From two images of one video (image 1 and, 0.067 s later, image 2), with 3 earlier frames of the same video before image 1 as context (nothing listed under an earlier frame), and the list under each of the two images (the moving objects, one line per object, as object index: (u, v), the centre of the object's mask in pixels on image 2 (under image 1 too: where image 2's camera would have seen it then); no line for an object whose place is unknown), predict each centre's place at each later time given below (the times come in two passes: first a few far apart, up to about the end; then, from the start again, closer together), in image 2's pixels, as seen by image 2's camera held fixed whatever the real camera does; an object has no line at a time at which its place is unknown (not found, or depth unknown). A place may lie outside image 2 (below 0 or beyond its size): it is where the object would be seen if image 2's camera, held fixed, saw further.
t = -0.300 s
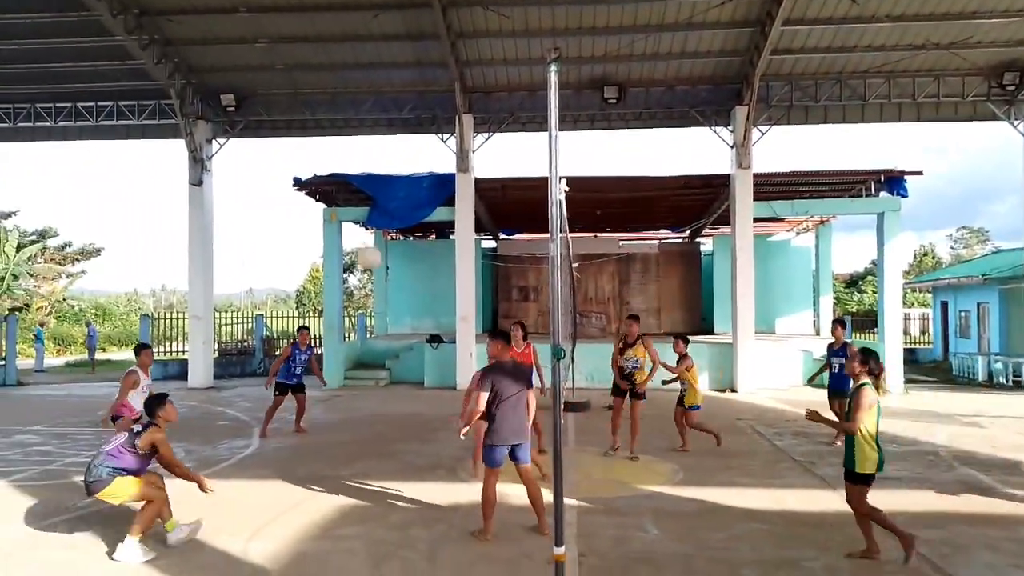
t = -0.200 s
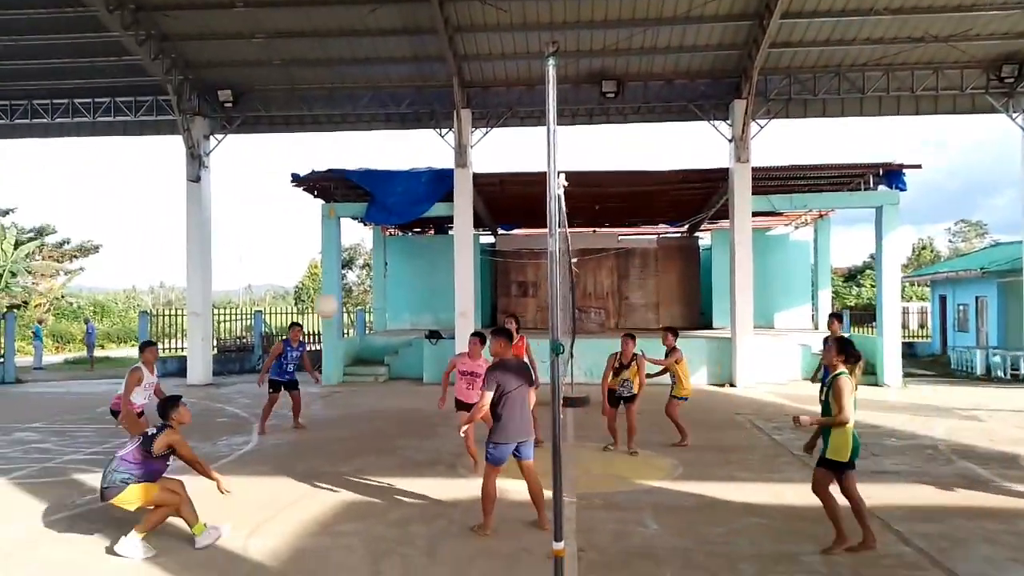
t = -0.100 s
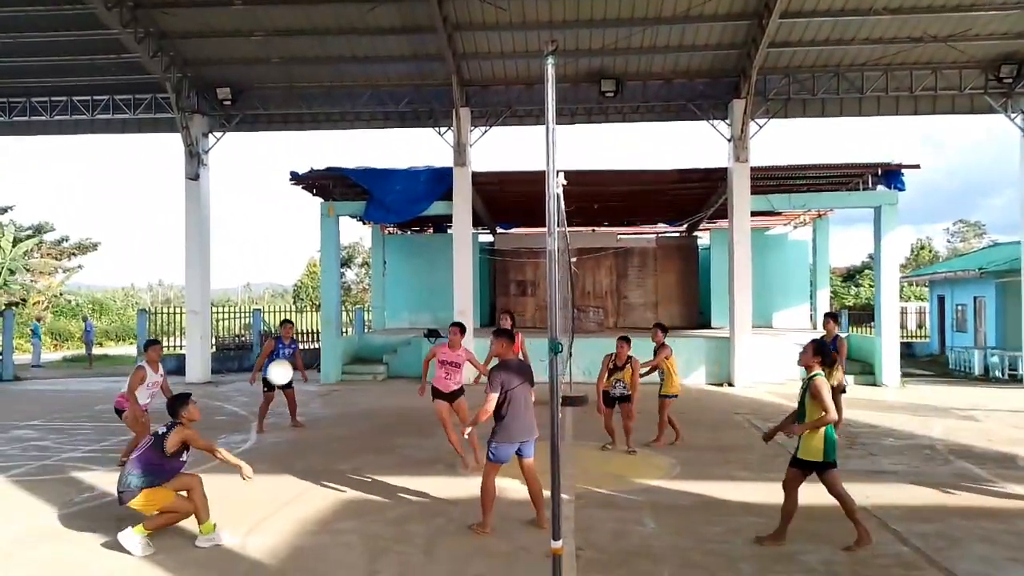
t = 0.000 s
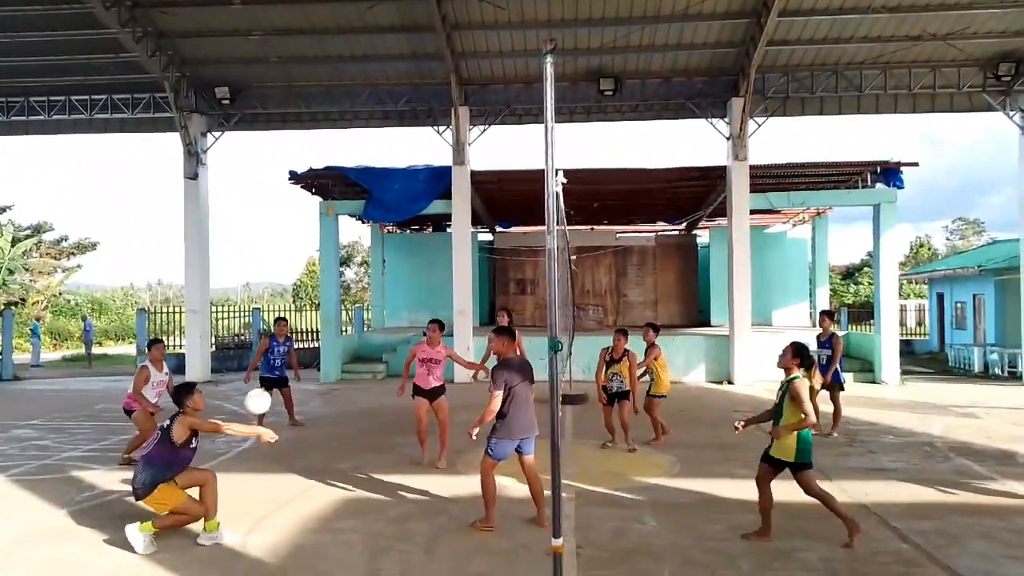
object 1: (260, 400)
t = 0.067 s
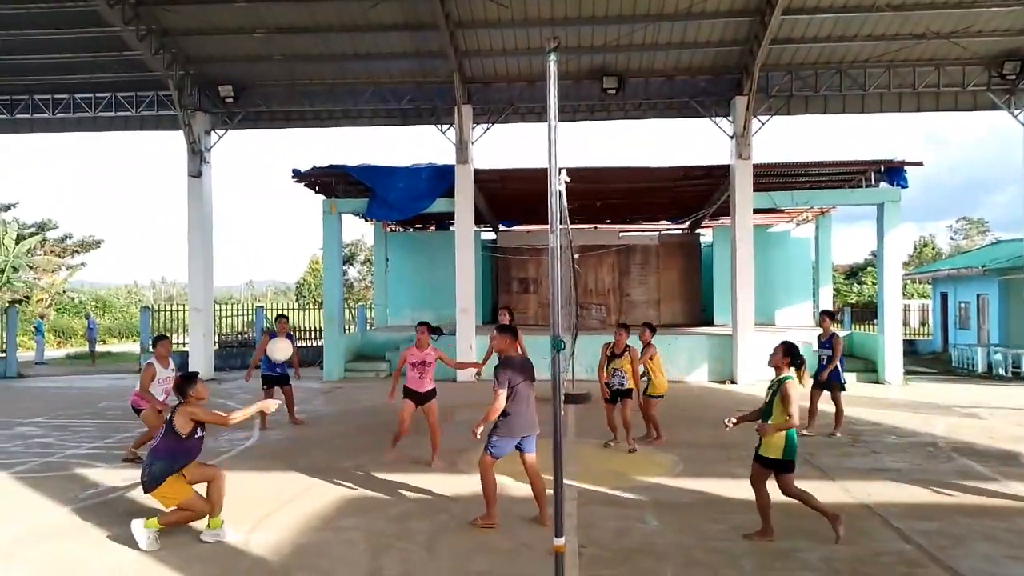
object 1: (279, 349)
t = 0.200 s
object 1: (317, 266)
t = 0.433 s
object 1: (381, 173)
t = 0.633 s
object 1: (435, 144)
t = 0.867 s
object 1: (496, 165)
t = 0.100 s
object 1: (287, 327)
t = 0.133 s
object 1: (298, 305)
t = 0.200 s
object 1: (317, 266)
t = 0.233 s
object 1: (326, 249)
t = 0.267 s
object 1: (335, 232)
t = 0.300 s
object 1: (344, 218)
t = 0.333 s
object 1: (354, 204)
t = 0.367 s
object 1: (363, 192)
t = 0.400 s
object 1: (372, 182)
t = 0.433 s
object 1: (381, 173)
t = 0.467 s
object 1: (390, 165)
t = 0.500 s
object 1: (399, 159)
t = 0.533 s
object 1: (408, 153)
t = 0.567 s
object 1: (417, 149)
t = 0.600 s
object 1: (426, 146)
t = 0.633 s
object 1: (435, 144)
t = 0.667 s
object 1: (443, 143)
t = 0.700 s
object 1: (453, 144)
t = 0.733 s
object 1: (460, 145)
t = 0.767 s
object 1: (468, 150)
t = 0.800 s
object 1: (479, 153)
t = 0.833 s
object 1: (486, 157)
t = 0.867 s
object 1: (496, 165)
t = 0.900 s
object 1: (505, 172)
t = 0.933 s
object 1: (513, 181)
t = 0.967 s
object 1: (519, 190)
